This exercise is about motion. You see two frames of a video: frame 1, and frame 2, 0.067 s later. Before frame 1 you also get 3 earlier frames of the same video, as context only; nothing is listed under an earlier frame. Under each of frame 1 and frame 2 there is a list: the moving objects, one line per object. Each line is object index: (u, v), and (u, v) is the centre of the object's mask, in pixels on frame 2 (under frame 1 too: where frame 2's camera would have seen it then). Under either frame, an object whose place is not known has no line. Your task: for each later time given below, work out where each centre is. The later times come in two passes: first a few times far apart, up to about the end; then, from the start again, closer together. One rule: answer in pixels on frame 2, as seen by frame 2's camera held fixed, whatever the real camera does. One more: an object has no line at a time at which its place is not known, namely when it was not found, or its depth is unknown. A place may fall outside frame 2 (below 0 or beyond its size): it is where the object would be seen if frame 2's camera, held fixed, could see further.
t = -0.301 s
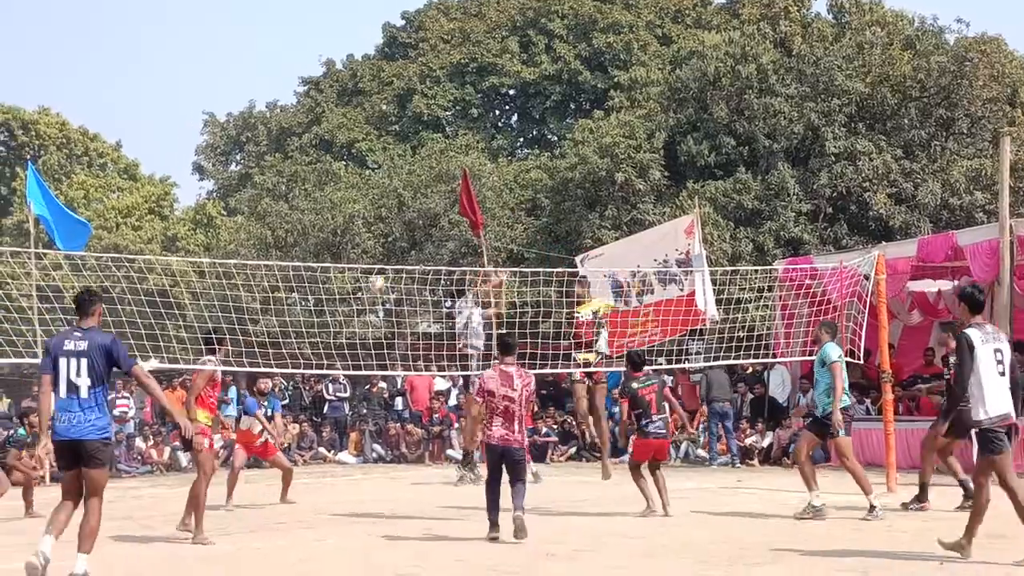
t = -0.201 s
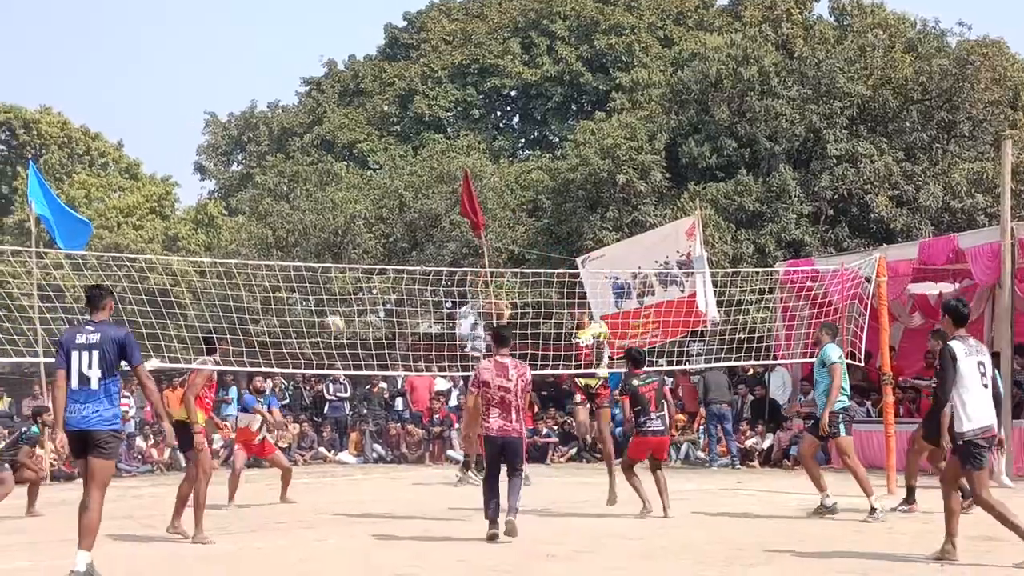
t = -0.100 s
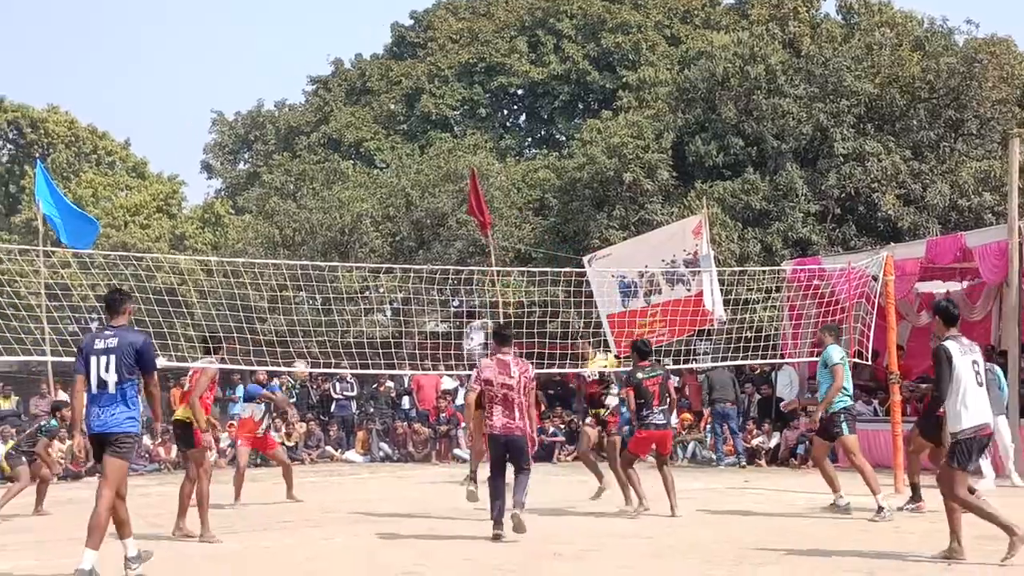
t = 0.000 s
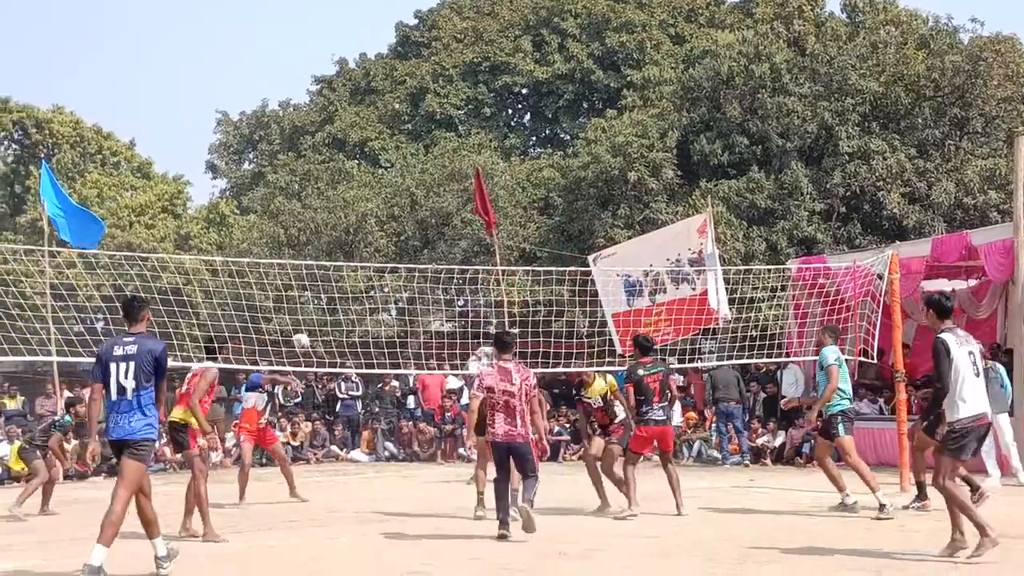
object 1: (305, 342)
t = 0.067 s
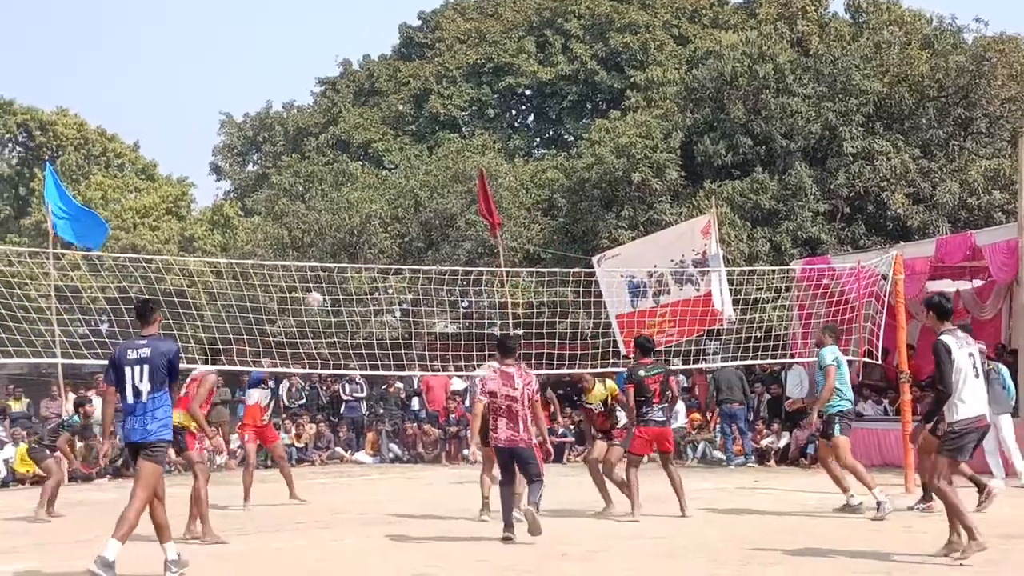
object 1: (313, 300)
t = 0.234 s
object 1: (339, 207)
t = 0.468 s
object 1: (373, 125)
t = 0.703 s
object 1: (411, 86)
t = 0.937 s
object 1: (449, 95)
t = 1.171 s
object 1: (489, 149)
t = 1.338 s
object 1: (519, 217)
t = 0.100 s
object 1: (319, 278)
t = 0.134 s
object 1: (324, 258)
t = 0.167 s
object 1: (328, 243)
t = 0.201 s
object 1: (334, 225)
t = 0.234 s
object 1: (339, 207)
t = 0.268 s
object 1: (343, 195)
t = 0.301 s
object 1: (348, 179)
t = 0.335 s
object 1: (354, 166)
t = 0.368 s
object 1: (358, 156)
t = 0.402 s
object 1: (365, 145)
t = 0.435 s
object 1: (369, 134)
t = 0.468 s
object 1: (373, 125)
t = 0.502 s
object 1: (378, 116)
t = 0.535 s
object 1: (385, 109)
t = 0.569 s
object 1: (390, 101)
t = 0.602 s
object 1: (395, 98)
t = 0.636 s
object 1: (400, 92)
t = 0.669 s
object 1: (404, 90)
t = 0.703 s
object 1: (411, 86)
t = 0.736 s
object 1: (416, 85)
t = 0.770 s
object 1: (421, 84)
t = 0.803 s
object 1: (427, 85)
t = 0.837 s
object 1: (432, 85)
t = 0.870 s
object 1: (438, 87)
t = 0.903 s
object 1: (443, 91)
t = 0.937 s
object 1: (449, 95)
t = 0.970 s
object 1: (454, 99)
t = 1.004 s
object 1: (461, 107)
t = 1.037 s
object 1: (466, 113)
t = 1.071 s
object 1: (470, 121)
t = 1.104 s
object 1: (477, 128)
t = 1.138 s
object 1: (485, 139)
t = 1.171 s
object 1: (489, 149)
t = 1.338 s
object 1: (519, 217)
